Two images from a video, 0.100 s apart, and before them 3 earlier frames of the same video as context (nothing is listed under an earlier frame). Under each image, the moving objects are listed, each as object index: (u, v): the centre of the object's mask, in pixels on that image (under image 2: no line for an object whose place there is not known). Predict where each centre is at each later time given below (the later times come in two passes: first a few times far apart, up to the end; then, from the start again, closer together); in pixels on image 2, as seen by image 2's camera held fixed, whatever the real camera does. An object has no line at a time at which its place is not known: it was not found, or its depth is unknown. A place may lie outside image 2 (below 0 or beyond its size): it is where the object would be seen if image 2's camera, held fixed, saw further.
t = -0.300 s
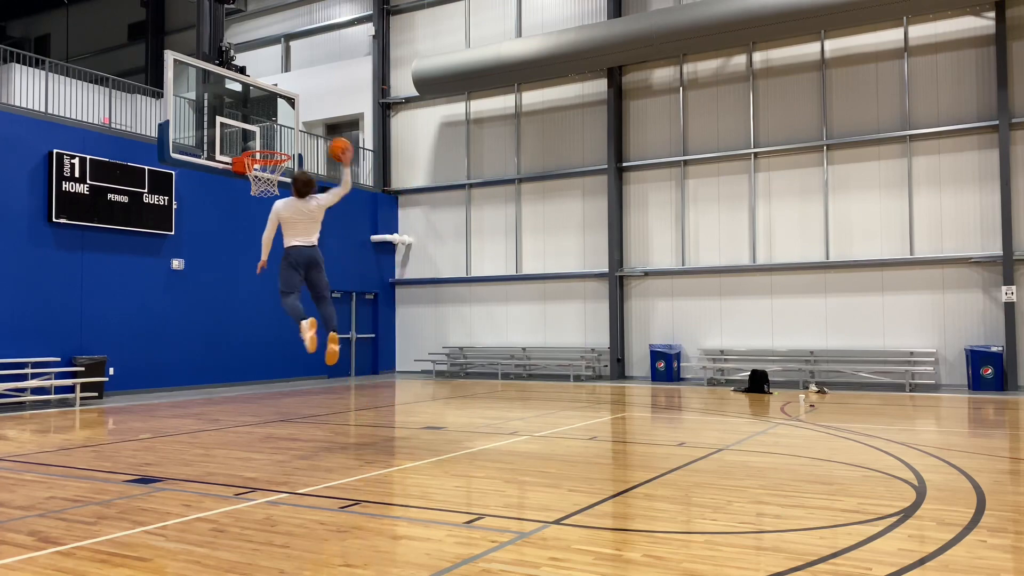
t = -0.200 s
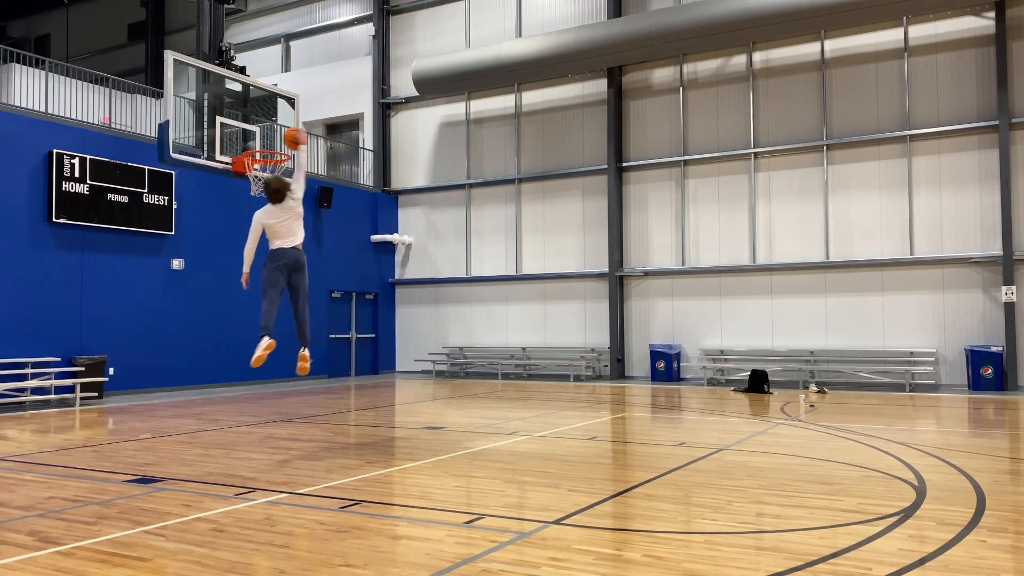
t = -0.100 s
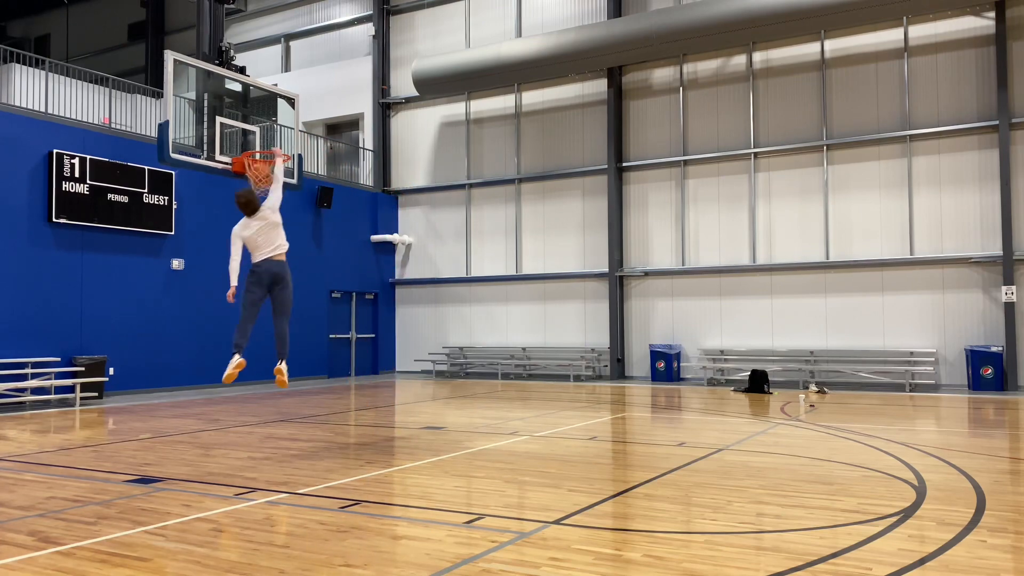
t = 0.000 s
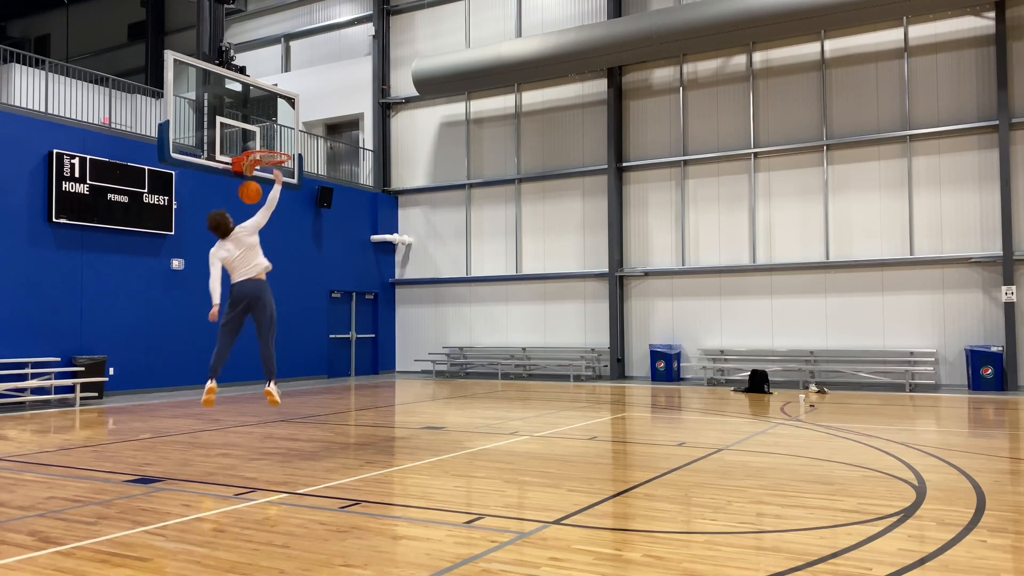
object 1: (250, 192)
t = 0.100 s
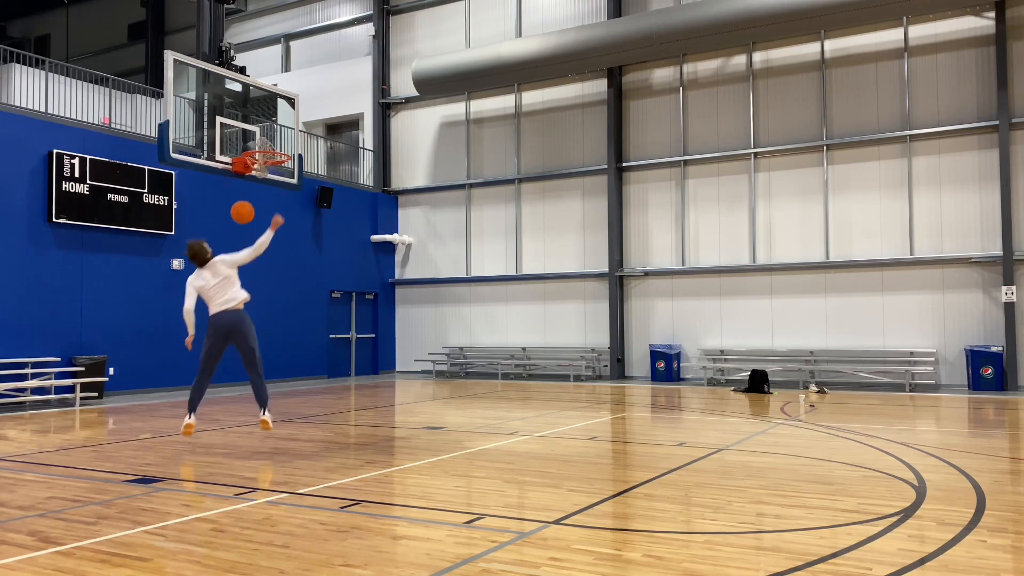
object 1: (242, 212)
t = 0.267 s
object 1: (229, 263)
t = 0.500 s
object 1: (211, 372)
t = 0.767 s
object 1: (211, 355)
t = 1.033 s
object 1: (221, 293)
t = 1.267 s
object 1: (231, 290)
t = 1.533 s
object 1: (241, 349)
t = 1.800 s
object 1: (251, 408)
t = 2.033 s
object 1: (257, 350)
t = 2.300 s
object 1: (263, 346)
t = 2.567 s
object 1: (268, 414)
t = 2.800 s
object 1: (275, 395)
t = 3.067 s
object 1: (282, 377)
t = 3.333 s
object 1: (289, 436)
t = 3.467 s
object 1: (294, 422)
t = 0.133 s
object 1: (240, 221)
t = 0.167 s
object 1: (237, 230)
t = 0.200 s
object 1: (235, 240)
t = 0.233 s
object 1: (232, 251)
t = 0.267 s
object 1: (229, 263)
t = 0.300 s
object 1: (227, 276)
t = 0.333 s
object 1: (224, 290)
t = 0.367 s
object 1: (222, 305)
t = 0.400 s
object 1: (219, 320)
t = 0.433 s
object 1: (216, 336)
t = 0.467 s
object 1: (214, 354)
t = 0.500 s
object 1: (211, 372)
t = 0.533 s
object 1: (208, 390)
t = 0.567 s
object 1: (206, 410)
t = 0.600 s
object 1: (204, 425)
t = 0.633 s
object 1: (205, 409)
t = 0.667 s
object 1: (206, 394)
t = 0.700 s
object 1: (208, 380)
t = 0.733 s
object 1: (209, 367)
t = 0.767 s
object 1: (211, 355)
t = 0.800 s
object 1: (212, 344)
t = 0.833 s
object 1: (213, 334)
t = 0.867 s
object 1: (214, 325)
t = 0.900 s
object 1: (216, 317)
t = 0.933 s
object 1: (217, 309)
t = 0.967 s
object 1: (218, 303)
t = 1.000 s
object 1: (220, 298)
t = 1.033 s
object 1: (221, 293)
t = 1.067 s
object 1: (223, 290)
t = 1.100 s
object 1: (224, 288)
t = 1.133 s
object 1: (225, 286)
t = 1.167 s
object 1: (227, 286)
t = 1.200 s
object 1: (228, 286)
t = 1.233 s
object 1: (229, 288)
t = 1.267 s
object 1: (231, 290)
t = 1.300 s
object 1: (232, 294)
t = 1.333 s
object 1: (233, 299)
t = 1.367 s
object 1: (235, 305)
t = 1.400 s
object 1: (236, 311)
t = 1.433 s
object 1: (238, 319)
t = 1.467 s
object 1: (239, 328)
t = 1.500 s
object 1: (240, 338)
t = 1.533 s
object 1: (241, 349)
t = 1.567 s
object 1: (243, 361)
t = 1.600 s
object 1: (244, 375)
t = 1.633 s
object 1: (245, 389)
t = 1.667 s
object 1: (247, 405)
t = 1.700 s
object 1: (248, 422)
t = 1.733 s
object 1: (248, 435)
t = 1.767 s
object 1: (250, 421)
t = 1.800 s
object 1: (251, 408)
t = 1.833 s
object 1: (252, 396)
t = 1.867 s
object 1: (253, 386)
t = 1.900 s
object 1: (254, 377)
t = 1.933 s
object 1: (254, 369)
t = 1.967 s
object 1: (255, 361)
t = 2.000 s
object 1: (256, 355)
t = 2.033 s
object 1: (257, 350)
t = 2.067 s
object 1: (258, 345)
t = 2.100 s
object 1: (258, 342)
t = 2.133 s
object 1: (259, 340)
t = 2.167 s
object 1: (260, 339)
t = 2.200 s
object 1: (261, 339)
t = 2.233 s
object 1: (261, 340)
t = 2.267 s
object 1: (262, 343)
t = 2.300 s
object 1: (263, 346)
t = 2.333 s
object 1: (264, 351)
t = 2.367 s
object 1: (264, 356)
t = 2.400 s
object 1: (265, 363)
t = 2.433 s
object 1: (266, 371)
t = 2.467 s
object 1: (266, 380)
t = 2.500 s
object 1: (267, 390)
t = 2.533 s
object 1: (268, 401)
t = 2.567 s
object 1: (268, 414)
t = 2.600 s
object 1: (269, 428)
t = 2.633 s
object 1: (269, 442)
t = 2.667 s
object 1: (270, 431)
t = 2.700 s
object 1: (272, 420)
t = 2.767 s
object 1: (274, 403)
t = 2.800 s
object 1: (275, 395)
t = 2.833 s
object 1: (276, 389)
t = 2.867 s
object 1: (277, 384)
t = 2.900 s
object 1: (277, 380)
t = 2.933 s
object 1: (278, 377)
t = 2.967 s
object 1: (279, 376)
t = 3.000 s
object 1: (280, 375)
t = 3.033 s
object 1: (281, 376)
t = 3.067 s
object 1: (282, 377)
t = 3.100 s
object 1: (283, 381)
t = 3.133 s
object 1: (284, 385)
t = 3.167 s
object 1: (285, 390)
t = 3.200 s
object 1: (286, 397)
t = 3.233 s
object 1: (287, 405)
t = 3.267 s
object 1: (288, 413)
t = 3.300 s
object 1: (288, 424)
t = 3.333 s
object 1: (289, 436)
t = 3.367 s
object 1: (290, 448)
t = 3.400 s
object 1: (291, 439)
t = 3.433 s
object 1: (292, 430)
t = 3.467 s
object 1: (294, 422)
